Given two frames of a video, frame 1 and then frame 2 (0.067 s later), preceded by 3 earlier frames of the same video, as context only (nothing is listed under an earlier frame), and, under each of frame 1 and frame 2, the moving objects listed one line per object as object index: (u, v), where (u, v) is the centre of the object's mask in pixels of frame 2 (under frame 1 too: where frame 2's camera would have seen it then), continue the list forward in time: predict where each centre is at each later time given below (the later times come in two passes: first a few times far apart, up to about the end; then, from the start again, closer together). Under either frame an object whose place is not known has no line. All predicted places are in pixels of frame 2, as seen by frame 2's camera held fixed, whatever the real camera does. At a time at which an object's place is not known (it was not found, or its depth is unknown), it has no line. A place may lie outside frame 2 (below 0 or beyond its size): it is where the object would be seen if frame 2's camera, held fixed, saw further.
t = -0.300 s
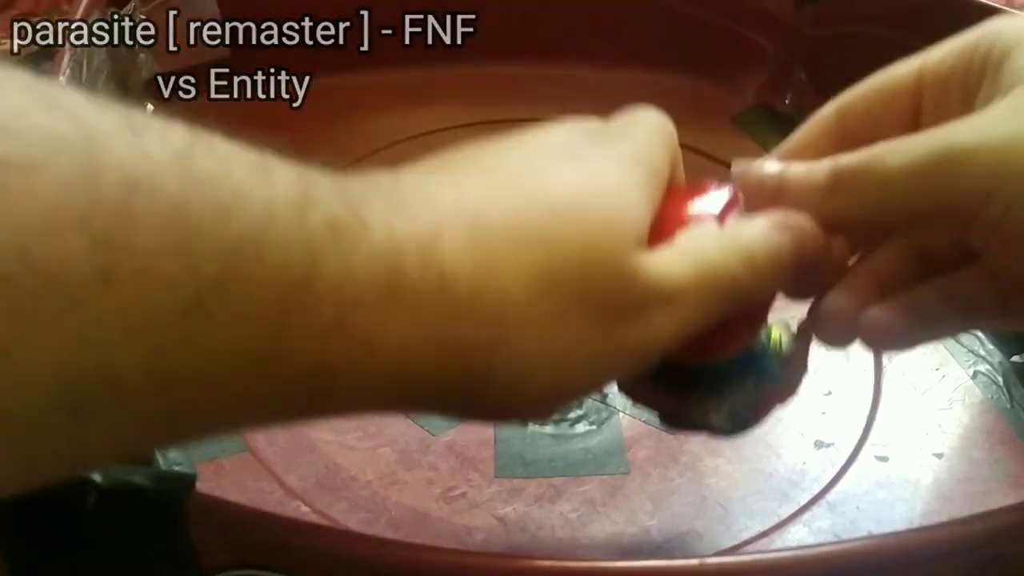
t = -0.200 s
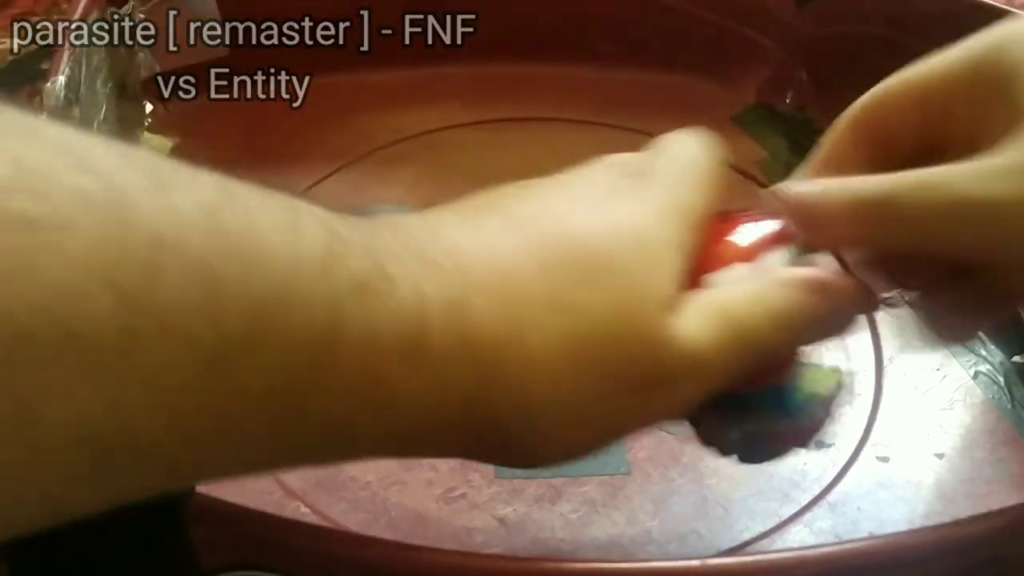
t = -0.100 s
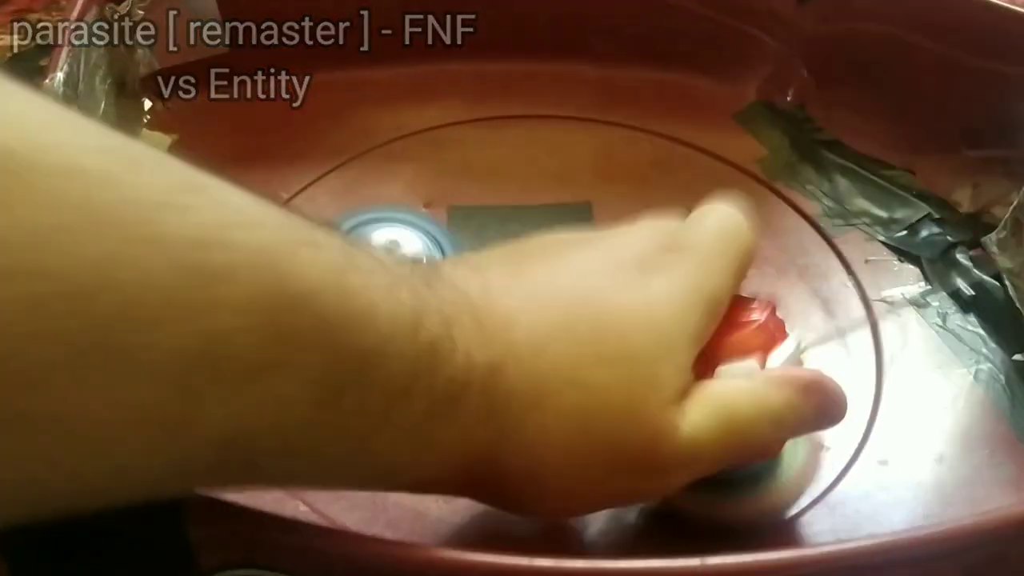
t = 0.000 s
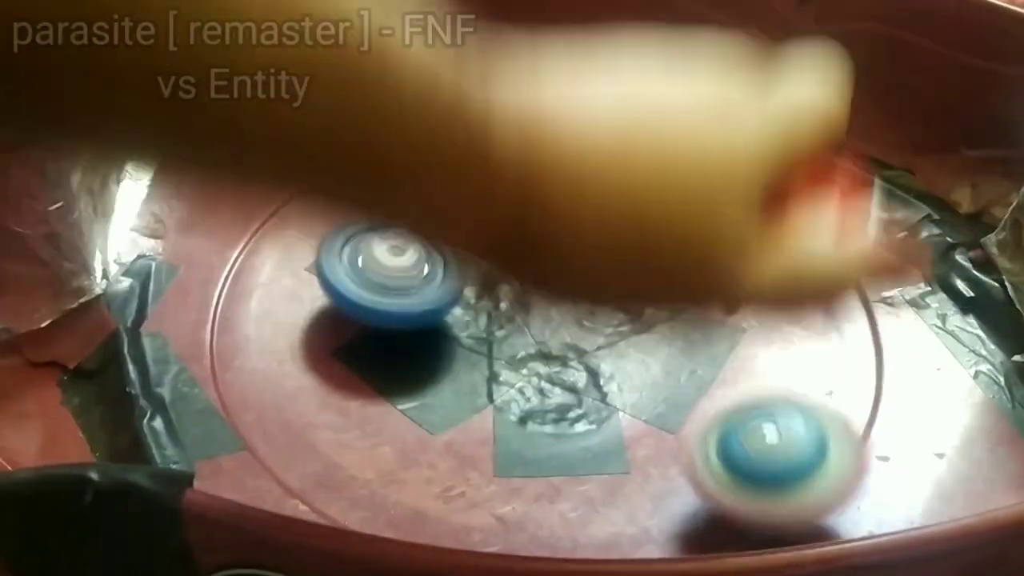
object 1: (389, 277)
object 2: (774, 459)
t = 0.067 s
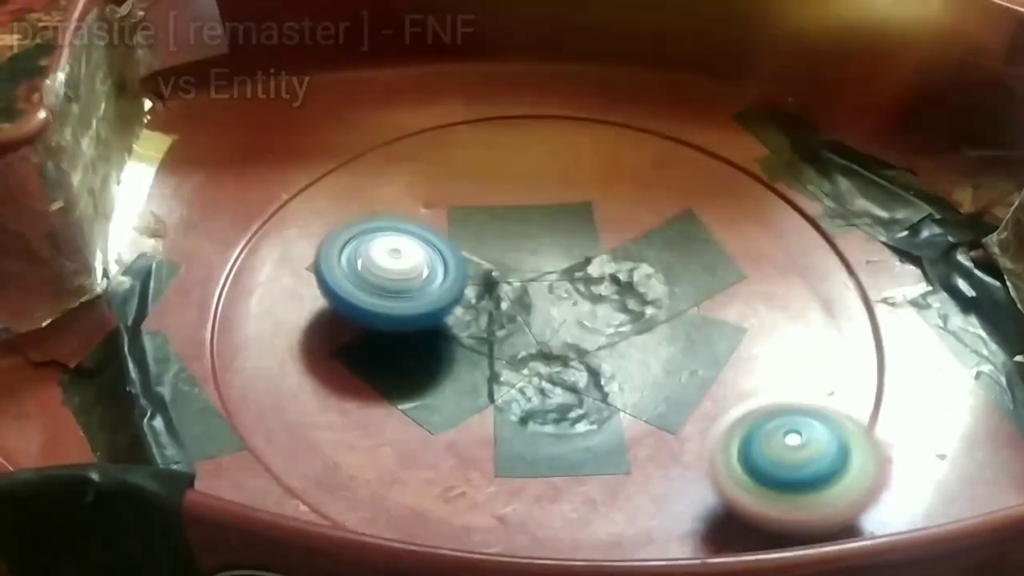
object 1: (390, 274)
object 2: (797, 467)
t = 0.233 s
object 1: (395, 287)
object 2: (775, 400)
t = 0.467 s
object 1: (417, 312)
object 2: (662, 357)
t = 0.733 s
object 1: (402, 294)
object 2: (613, 505)
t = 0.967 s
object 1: (455, 320)
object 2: (766, 501)
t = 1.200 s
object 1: (450, 347)
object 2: (778, 333)
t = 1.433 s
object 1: (457, 346)
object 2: (489, 209)
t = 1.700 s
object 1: (489, 350)
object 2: (196, 288)
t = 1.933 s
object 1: (533, 350)
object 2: (512, 506)
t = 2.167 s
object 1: (575, 361)
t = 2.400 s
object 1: (577, 357)
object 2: (758, 165)
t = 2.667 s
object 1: (575, 356)
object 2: (232, 150)
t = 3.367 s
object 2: (690, 195)
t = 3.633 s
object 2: (212, 185)
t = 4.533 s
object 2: (675, 161)
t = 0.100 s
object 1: (392, 276)
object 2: (796, 456)
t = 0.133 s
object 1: (394, 280)
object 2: (793, 443)
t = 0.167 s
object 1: (394, 283)
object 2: (789, 431)
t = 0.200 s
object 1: (393, 283)
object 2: (783, 416)
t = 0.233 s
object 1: (395, 287)
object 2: (775, 400)
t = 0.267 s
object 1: (398, 290)
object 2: (766, 388)
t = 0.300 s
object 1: (401, 293)
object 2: (756, 377)
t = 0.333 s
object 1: (405, 296)
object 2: (742, 368)
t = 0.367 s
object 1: (408, 299)
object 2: (724, 361)
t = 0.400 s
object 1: (411, 304)
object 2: (703, 356)
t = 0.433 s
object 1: (414, 307)
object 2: (684, 355)
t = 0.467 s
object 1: (417, 312)
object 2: (662, 357)
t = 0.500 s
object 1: (417, 315)
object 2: (635, 360)
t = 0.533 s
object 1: (421, 321)
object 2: (610, 368)
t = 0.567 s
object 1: (423, 323)
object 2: (584, 379)
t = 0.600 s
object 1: (421, 324)
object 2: (563, 395)
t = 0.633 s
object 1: (403, 314)
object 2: (571, 427)
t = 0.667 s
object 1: (395, 304)
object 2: (579, 461)
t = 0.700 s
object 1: (396, 296)
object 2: (592, 488)
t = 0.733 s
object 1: (402, 294)
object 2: (613, 505)
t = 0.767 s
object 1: (410, 291)
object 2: (633, 509)
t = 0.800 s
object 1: (422, 294)
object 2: (651, 513)
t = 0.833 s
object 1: (431, 298)
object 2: (671, 515)
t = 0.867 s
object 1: (438, 302)
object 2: (694, 514)
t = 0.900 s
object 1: (445, 308)
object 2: (716, 511)
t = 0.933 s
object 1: (451, 313)
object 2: (741, 507)
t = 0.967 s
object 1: (455, 320)
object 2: (766, 501)
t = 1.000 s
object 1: (457, 326)
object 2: (790, 491)
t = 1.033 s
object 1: (458, 334)
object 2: (810, 478)
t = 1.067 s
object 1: (458, 339)
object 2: (825, 457)
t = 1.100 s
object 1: (456, 344)
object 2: (832, 430)
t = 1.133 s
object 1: (455, 347)
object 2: (825, 399)
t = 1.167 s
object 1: (453, 348)
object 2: (805, 368)
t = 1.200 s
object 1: (450, 347)
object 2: (778, 333)
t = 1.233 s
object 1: (449, 346)
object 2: (748, 307)
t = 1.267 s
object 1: (450, 346)
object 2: (710, 283)
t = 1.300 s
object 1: (451, 344)
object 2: (667, 261)
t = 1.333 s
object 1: (452, 344)
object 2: (619, 242)
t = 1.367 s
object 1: (453, 344)
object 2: (578, 227)
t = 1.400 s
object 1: (454, 345)
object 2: (536, 218)
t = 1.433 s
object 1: (457, 346)
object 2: (489, 209)
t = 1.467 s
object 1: (461, 348)
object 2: (442, 203)
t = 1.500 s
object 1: (465, 348)
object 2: (396, 200)
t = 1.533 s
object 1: (471, 349)
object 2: (343, 201)
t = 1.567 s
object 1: (475, 350)
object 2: (287, 207)
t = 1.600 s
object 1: (478, 351)
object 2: (231, 216)
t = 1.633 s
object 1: (481, 353)
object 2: (187, 232)
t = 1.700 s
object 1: (489, 350)
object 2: (196, 288)
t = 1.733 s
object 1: (492, 351)
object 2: (231, 331)
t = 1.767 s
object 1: (493, 354)
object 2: (271, 363)
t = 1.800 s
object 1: (491, 361)
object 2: (319, 401)
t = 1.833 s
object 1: (499, 360)
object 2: (362, 436)
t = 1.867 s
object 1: (512, 359)
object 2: (398, 471)
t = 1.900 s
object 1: (523, 354)
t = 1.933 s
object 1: (533, 350)
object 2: (512, 506)
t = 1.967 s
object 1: (545, 347)
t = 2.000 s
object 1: (549, 342)
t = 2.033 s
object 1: (556, 338)
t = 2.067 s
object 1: (562, 342)
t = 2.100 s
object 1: (568, 350)
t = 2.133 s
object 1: (573, 358)
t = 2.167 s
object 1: (575, 361)
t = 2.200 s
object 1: (572, 361)
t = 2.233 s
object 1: (569, 359)
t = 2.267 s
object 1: (570, 356)
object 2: (908, 286)
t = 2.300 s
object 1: (569, 354)
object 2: (883, 252)
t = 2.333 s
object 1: (572, 354)
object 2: (849, 217)
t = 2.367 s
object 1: (577, 356)
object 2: (808, 190)
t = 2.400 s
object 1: (577, 357)
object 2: (758, 165)
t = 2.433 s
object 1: (575, 357)
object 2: (703, 146)
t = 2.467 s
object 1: (573, 355)
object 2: (643, 135)
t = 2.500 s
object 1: (573, 354)
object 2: (579, 125)
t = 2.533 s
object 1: (574, 355)
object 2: (515, 117)
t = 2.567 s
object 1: (576, 356)
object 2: (443, 116)
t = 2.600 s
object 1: (576, 356)
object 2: (372, 125)
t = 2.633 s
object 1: (576, 355)
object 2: (302, 132)
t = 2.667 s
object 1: (575, 356)
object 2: (232, 150)
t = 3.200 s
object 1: (559, 350)
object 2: (957, 331)
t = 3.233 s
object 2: (899, 294)
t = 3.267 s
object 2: (849, 266)
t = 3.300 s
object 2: (794, 238)
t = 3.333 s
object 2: (745, 215)
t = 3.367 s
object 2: (690, 195)
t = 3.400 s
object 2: (633, 179)
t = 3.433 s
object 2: (572, 166)
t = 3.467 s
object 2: (512, 159)
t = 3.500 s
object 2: (448, 154)
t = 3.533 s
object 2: (383, 154)
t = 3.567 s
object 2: (319, 159)
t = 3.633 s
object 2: (212, 185)
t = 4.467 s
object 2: (751, 178)
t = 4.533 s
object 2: (675, 161)
